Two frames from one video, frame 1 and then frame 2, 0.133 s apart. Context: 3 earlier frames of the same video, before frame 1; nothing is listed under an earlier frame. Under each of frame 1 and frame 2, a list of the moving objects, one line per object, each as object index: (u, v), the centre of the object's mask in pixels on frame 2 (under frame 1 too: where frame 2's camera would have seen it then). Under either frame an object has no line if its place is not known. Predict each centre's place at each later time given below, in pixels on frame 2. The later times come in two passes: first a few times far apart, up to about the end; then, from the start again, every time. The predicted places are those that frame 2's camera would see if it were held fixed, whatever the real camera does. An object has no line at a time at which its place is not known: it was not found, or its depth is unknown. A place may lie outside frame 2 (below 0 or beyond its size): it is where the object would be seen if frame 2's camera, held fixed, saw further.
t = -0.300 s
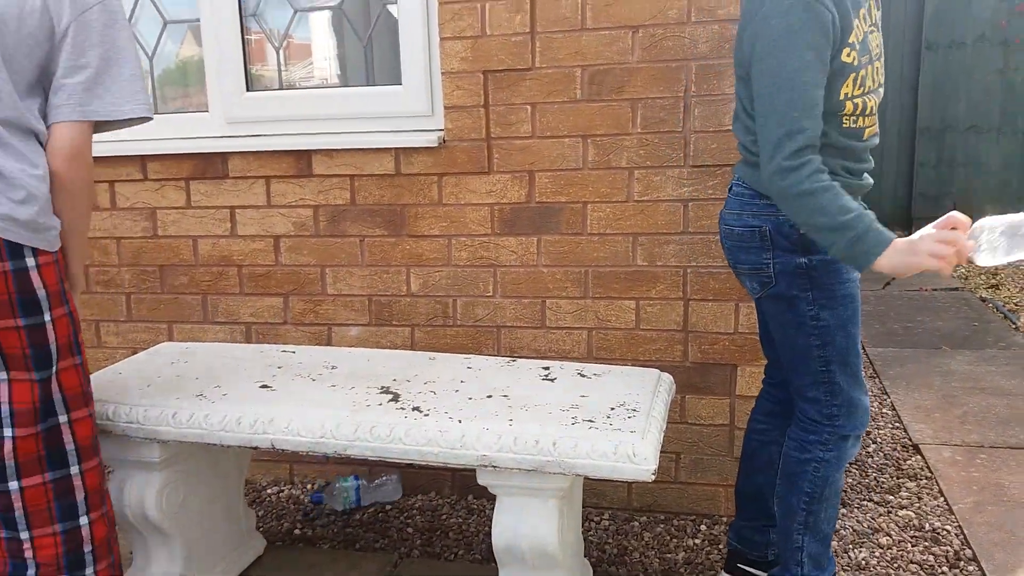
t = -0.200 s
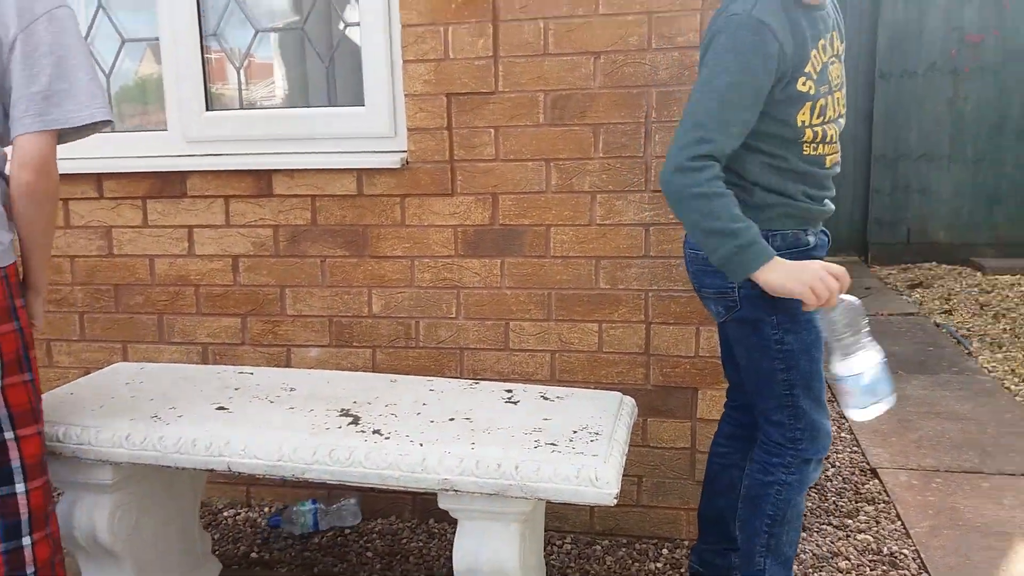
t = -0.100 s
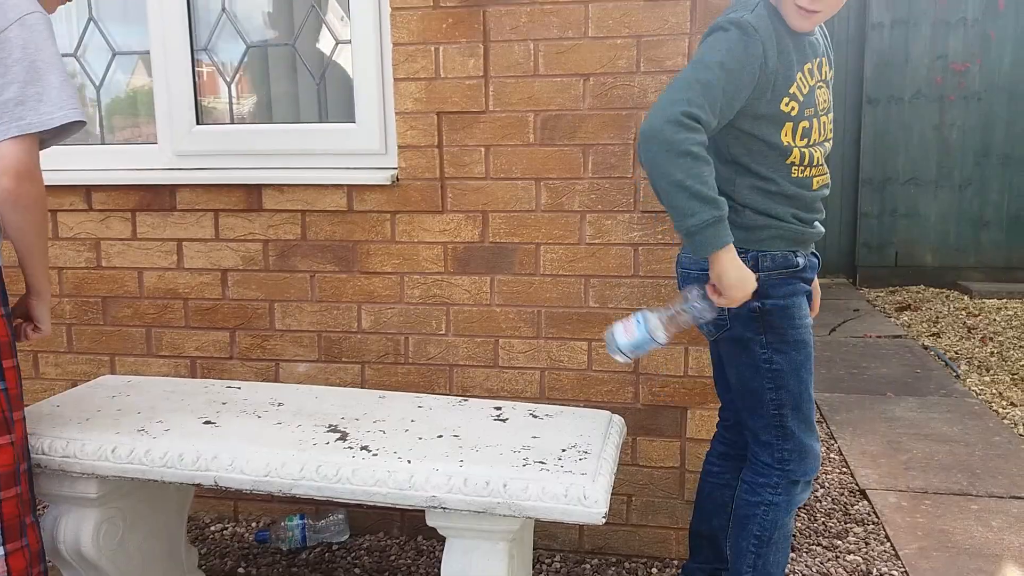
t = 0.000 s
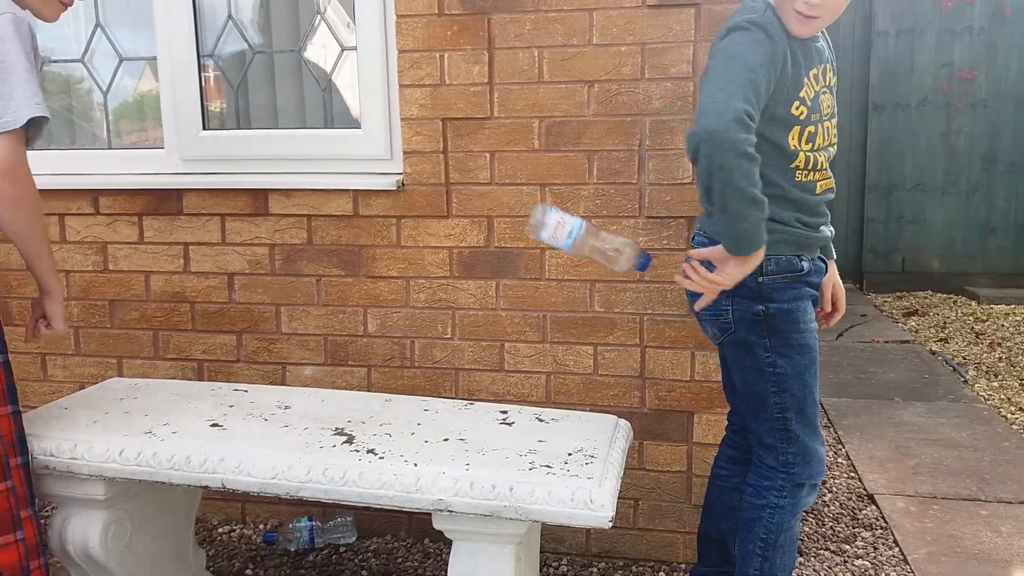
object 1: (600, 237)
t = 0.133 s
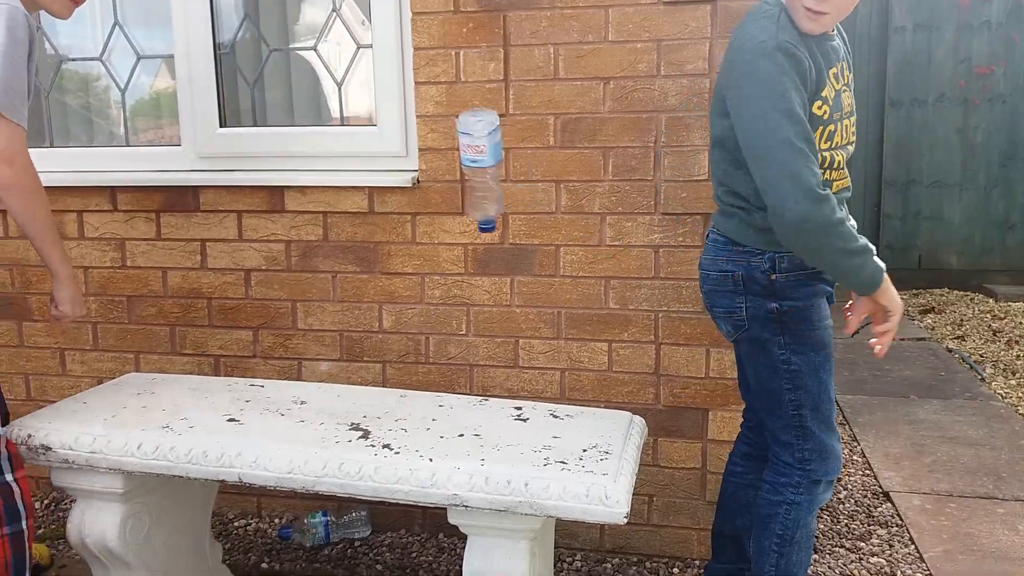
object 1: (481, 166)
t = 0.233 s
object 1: (404, 165)
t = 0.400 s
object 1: (290, 314)
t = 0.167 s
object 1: (454, 159)
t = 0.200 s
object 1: (429, 158)
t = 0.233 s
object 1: (404, 165)
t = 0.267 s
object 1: (381, 179)
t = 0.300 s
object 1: (357, 201)
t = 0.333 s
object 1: (335, 230)
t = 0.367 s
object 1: (312, 268)
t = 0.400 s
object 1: (290, 314)
